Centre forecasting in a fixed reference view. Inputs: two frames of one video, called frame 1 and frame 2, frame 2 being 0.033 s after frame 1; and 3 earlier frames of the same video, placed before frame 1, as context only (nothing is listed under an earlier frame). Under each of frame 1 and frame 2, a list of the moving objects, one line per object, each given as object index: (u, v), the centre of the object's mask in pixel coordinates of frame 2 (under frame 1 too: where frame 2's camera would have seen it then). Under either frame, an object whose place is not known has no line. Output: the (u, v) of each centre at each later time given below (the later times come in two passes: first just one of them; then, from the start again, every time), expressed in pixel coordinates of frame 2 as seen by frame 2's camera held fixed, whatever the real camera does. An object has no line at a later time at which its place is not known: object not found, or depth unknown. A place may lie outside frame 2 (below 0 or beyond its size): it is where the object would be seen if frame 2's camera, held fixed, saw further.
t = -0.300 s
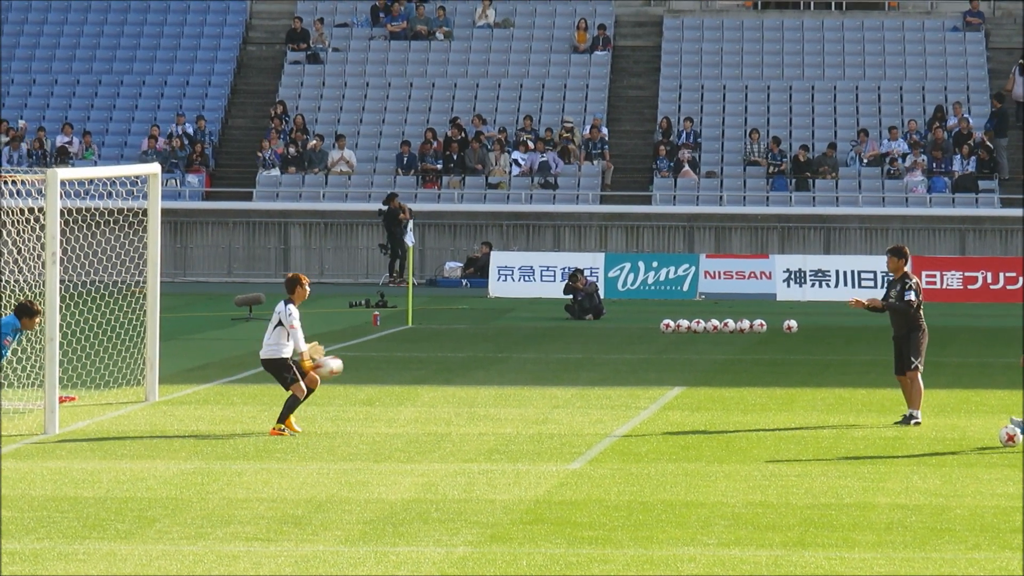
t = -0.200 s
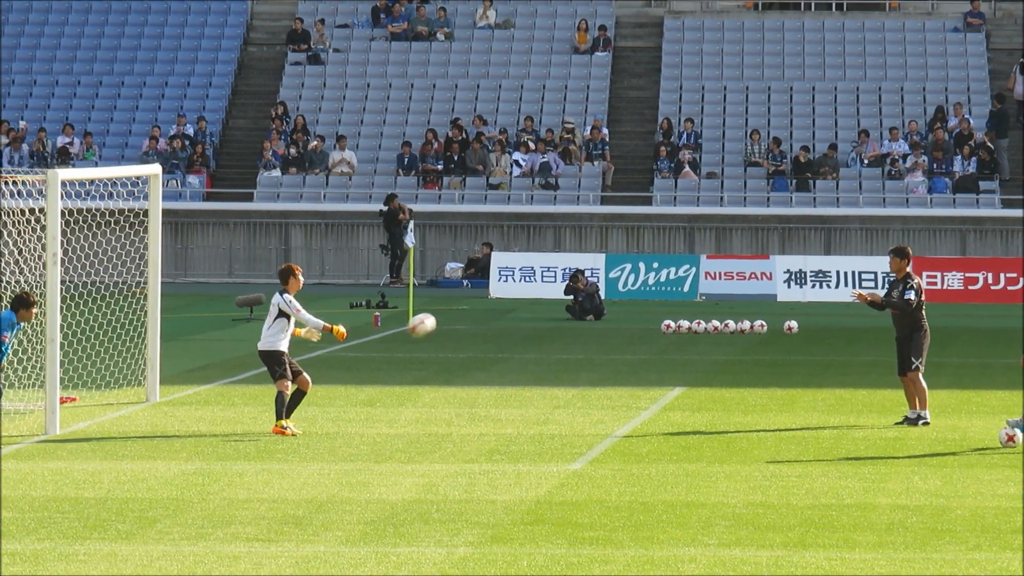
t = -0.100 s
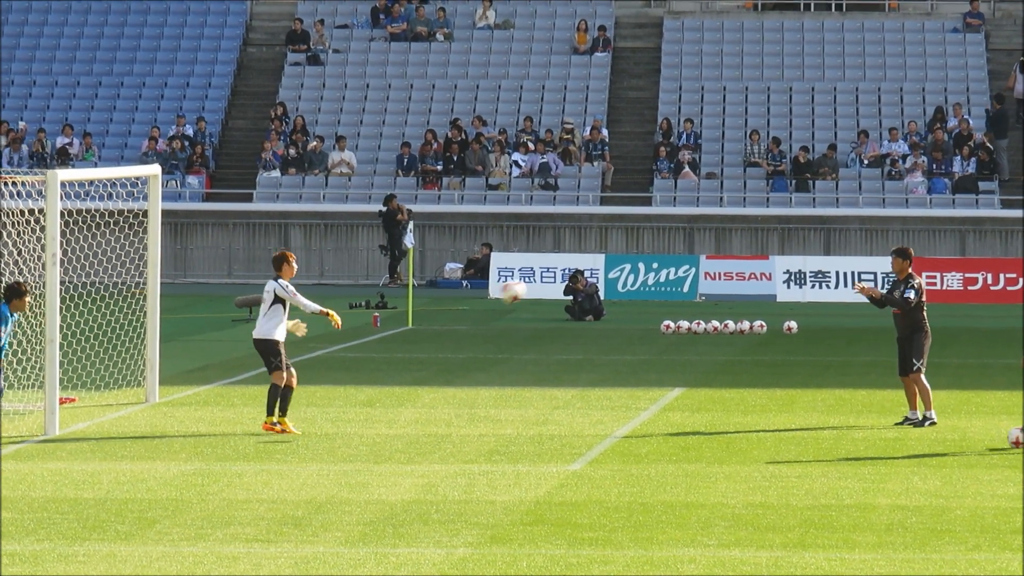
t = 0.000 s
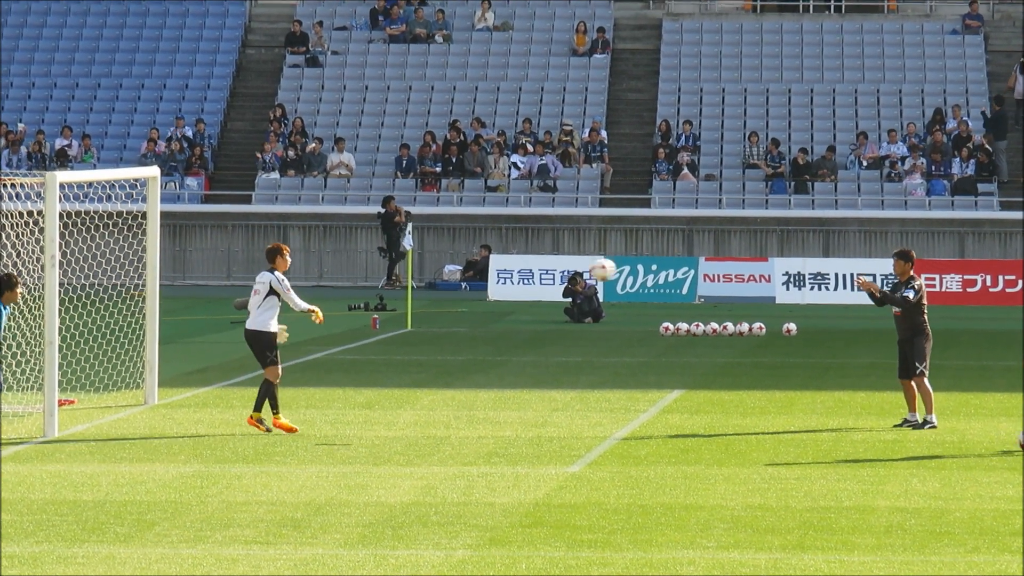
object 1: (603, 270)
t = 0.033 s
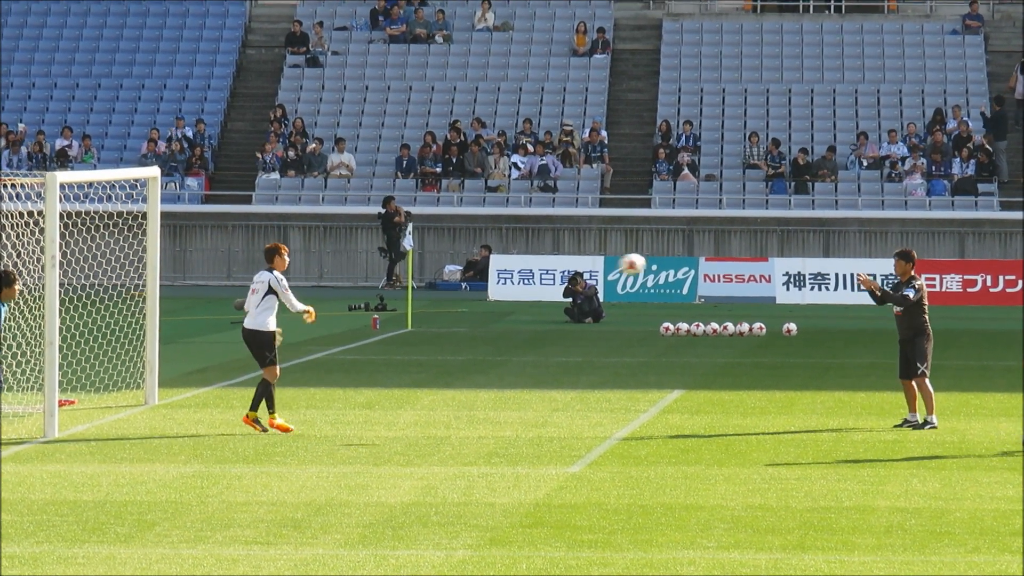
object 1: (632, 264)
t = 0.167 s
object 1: (750, 254)
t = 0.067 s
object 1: (662, 260)
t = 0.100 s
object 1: (691, 257)
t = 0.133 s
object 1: (721, 255)
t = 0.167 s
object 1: (750, 254)
